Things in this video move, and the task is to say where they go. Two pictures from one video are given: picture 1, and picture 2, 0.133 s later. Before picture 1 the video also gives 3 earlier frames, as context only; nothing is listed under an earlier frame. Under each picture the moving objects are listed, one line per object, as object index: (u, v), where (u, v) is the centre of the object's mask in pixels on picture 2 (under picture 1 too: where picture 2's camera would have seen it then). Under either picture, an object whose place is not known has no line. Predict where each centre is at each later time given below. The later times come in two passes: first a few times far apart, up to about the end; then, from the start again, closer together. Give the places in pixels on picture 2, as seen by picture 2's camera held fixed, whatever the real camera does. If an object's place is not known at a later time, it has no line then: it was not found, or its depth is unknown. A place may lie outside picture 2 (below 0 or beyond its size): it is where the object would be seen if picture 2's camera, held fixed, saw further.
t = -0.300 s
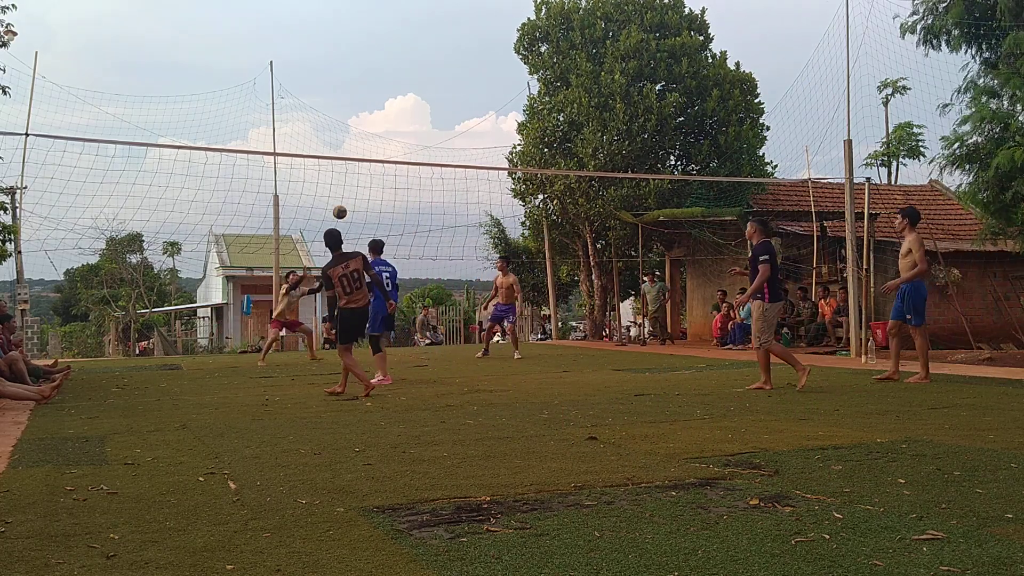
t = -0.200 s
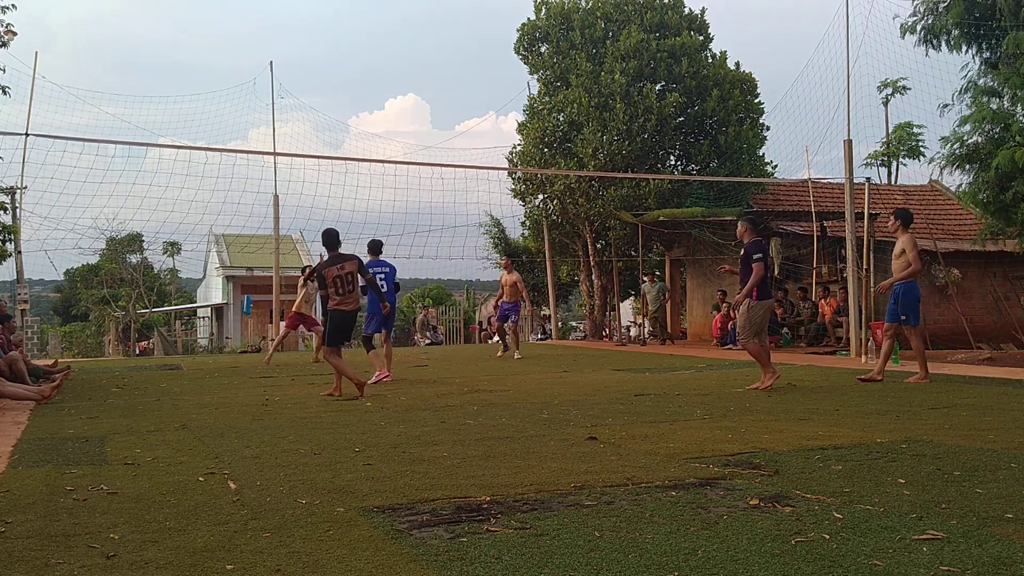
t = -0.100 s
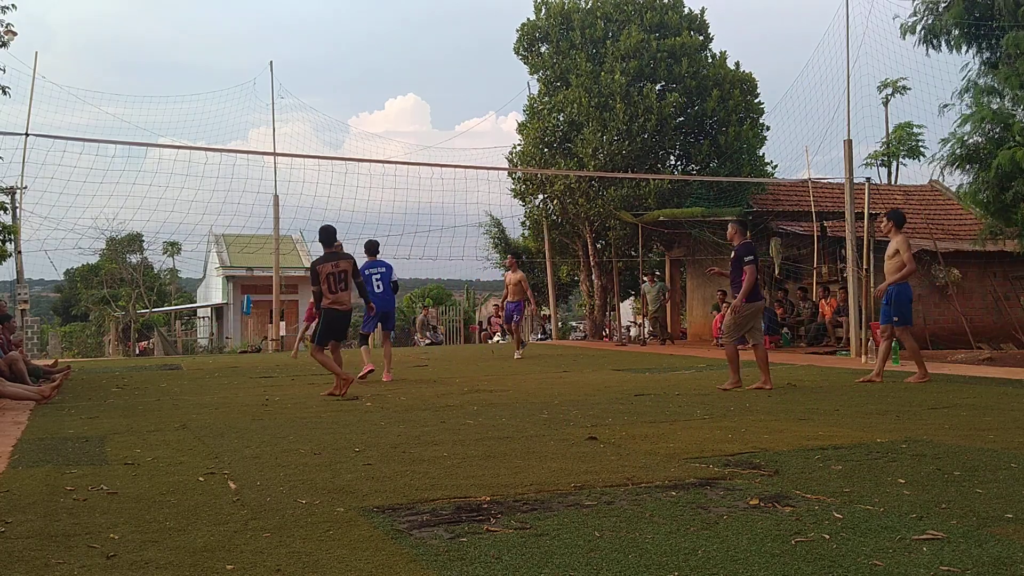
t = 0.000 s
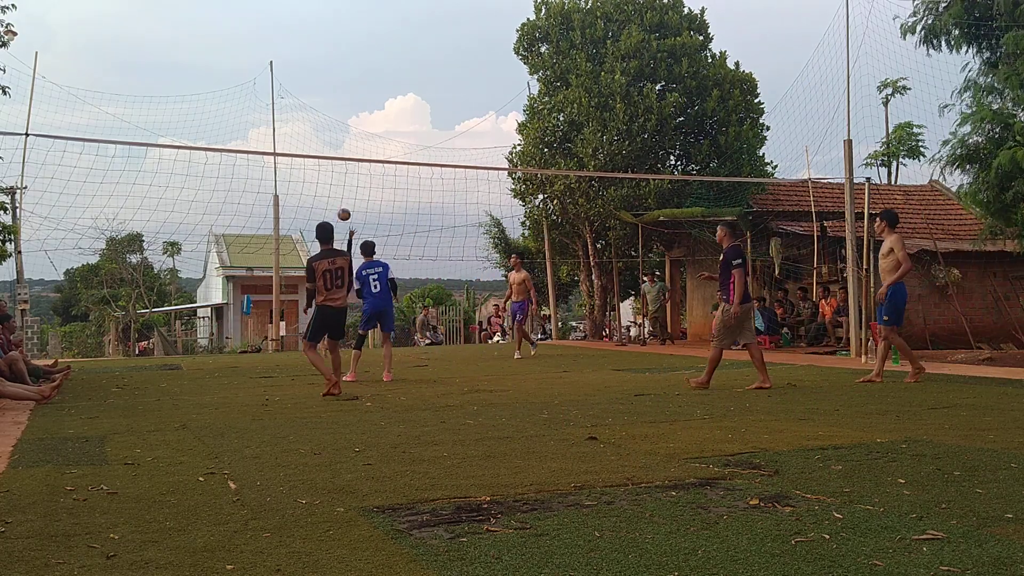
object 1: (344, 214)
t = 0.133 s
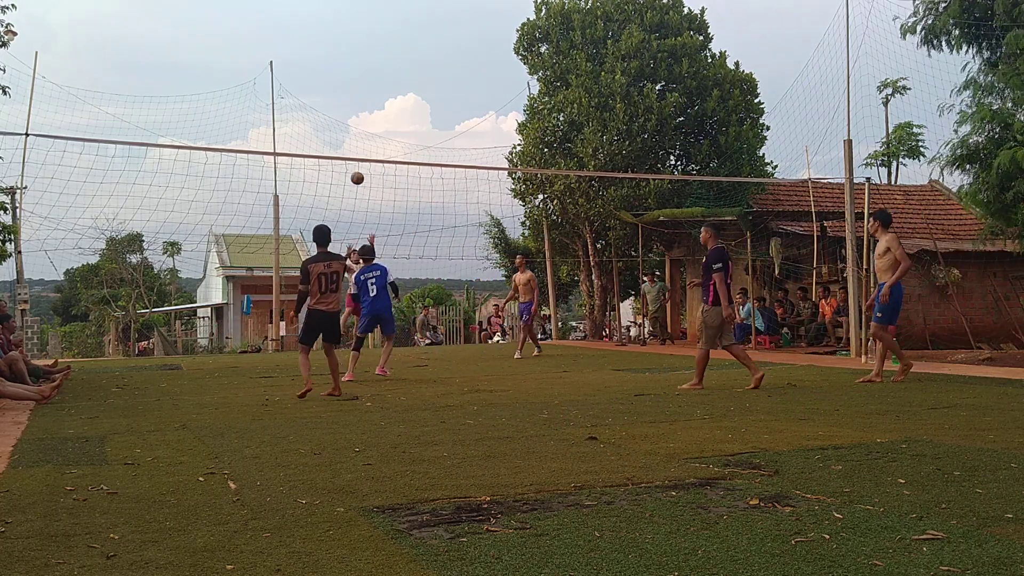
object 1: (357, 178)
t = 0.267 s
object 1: (371, 152)
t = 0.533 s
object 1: (400, 131)
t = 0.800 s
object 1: (433, 159)
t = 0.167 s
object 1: (360, 170)
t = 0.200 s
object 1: (364, 166)
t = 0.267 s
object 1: (371, 152)
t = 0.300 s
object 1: (374, 147)
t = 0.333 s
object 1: (378, 142)
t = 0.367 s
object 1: (381, 139)
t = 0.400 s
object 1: (385, 136)
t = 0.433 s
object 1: (389, 133)
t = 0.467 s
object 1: (393, 132)
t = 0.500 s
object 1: (397, 131)
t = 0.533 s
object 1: (400, 131)
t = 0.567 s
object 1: (404, 132)
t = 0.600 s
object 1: (408, 134)
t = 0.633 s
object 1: (412, 136)
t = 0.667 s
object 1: (416, 140)
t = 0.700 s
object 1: (420, 143)
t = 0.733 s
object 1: (425, 148)
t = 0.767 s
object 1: (429, 154)
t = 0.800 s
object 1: (433, 159)
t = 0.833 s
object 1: (437, 169)
